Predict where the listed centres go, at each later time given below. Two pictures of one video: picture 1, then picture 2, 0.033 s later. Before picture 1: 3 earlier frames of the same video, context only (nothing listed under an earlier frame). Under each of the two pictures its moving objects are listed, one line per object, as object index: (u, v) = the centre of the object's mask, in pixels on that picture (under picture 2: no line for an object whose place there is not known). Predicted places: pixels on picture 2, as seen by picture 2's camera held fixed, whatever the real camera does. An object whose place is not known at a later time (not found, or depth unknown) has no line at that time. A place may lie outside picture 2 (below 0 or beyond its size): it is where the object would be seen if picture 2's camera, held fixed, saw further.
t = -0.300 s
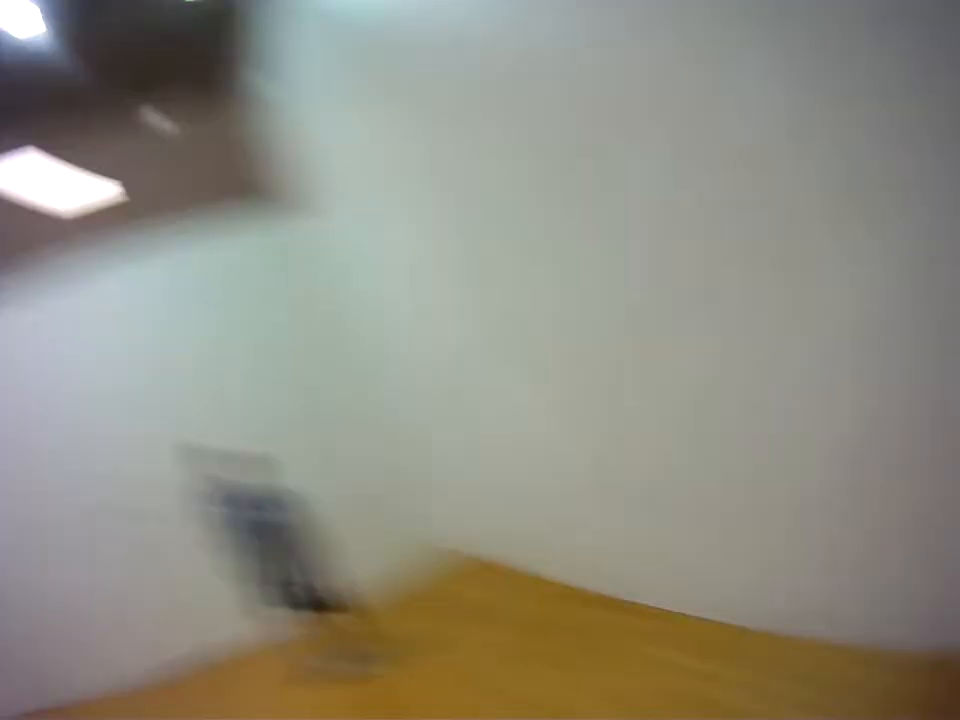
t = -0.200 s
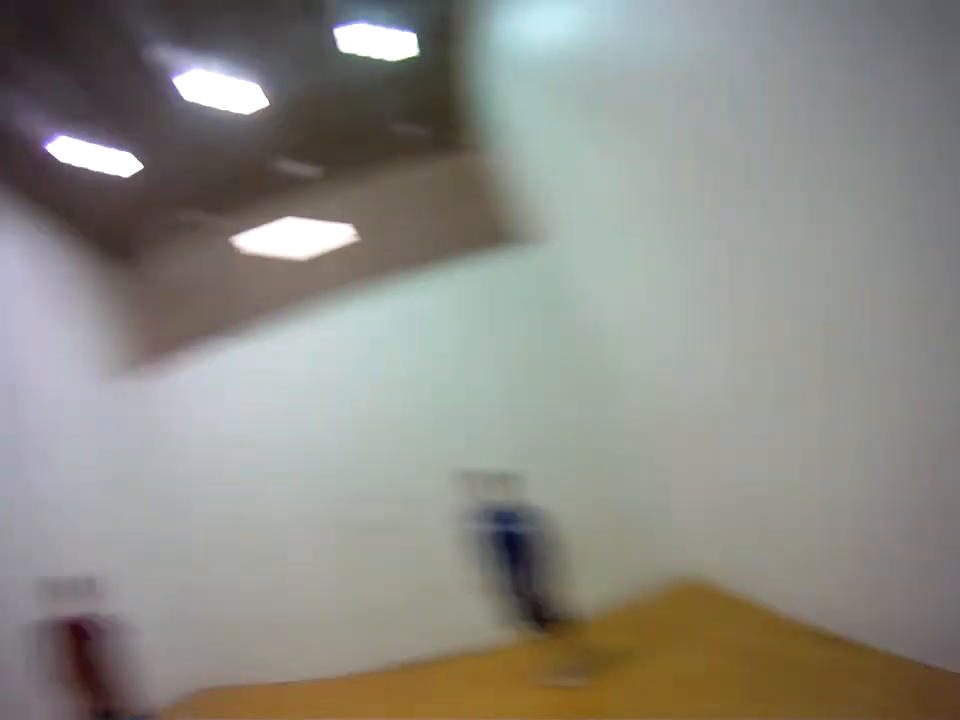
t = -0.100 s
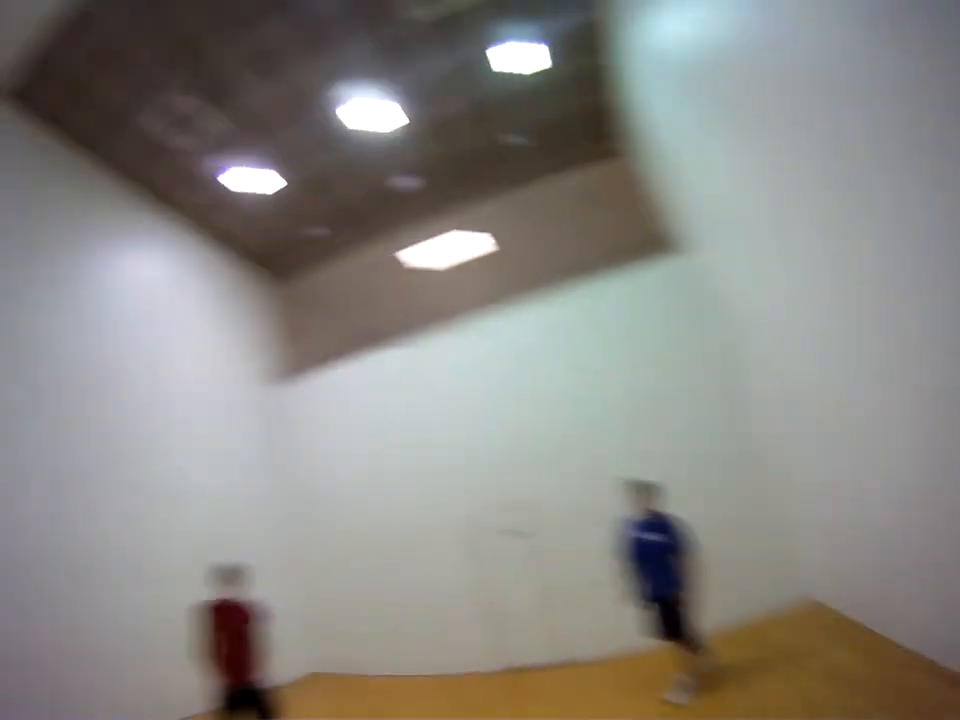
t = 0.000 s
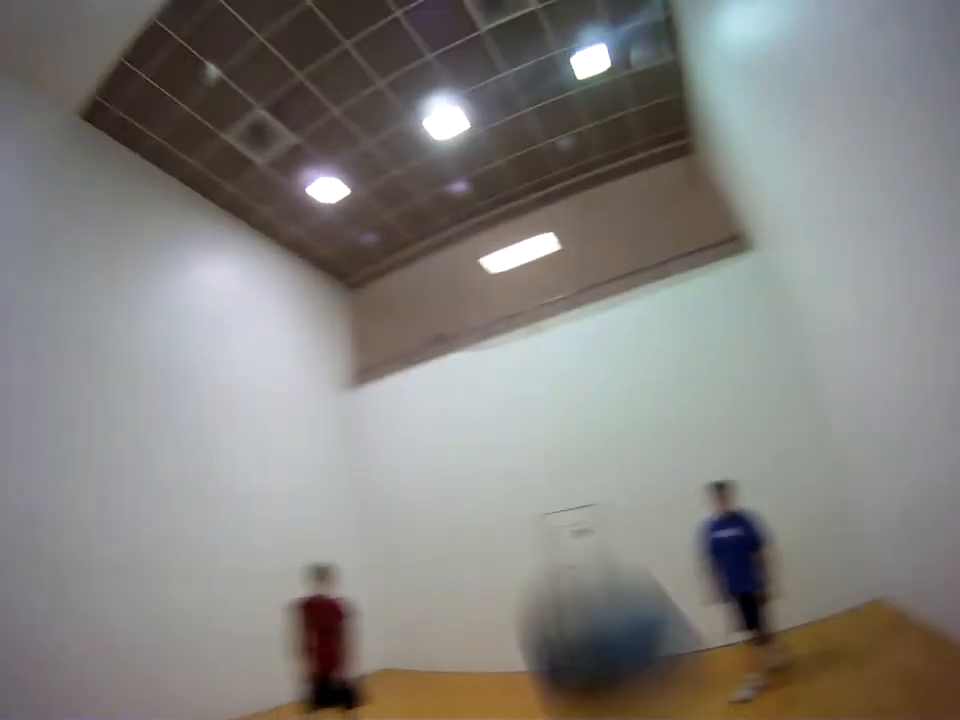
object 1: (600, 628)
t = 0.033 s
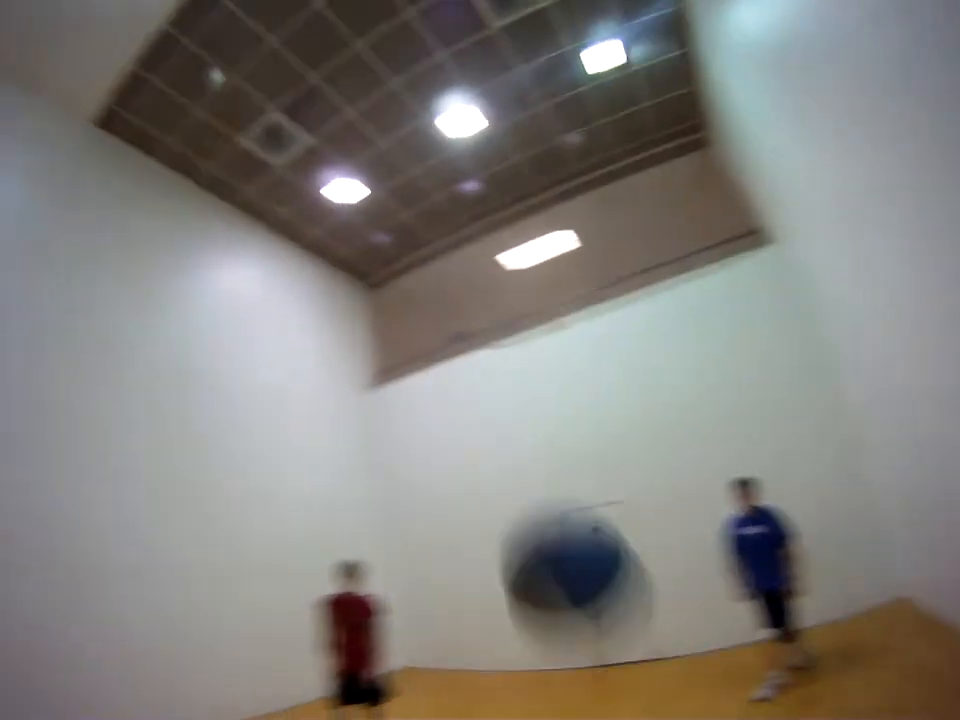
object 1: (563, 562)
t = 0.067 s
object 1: (531, 530)
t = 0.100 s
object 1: (504, 495)
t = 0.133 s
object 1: (486, 468)
